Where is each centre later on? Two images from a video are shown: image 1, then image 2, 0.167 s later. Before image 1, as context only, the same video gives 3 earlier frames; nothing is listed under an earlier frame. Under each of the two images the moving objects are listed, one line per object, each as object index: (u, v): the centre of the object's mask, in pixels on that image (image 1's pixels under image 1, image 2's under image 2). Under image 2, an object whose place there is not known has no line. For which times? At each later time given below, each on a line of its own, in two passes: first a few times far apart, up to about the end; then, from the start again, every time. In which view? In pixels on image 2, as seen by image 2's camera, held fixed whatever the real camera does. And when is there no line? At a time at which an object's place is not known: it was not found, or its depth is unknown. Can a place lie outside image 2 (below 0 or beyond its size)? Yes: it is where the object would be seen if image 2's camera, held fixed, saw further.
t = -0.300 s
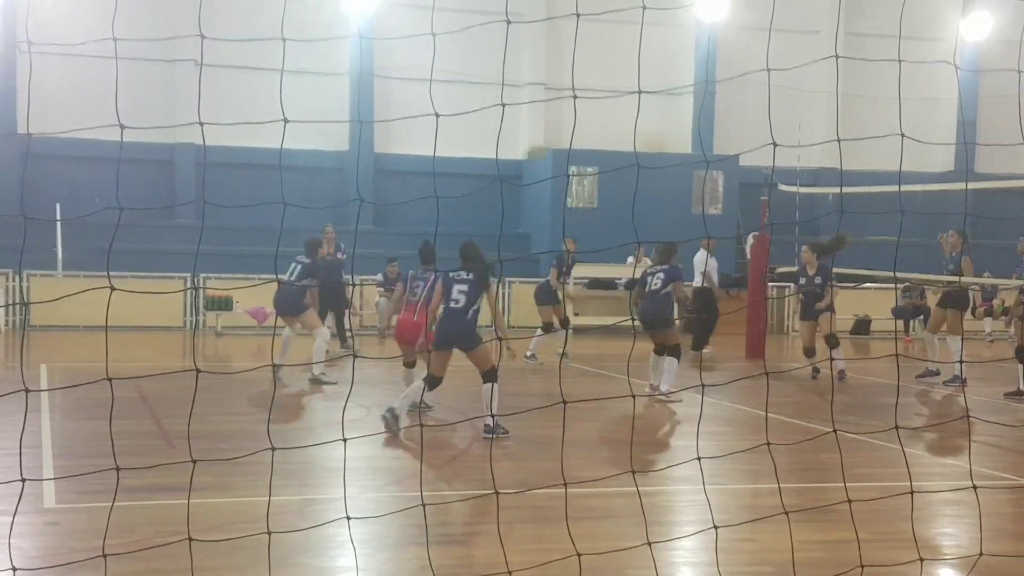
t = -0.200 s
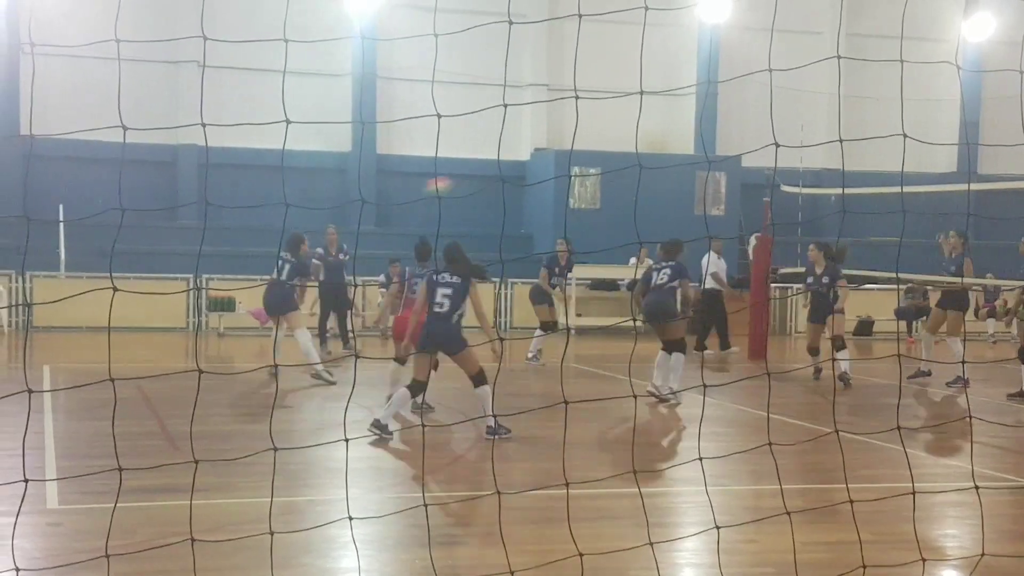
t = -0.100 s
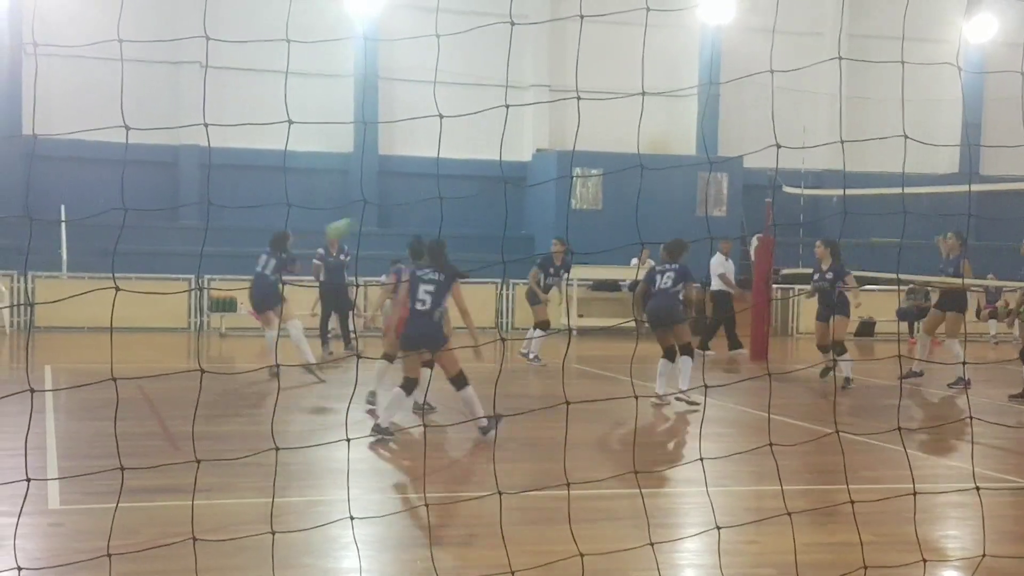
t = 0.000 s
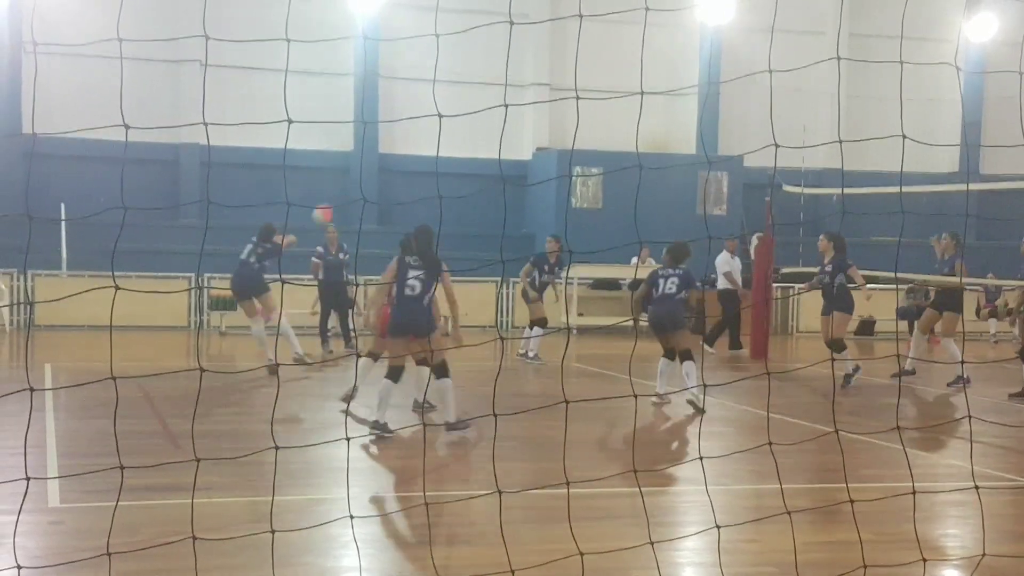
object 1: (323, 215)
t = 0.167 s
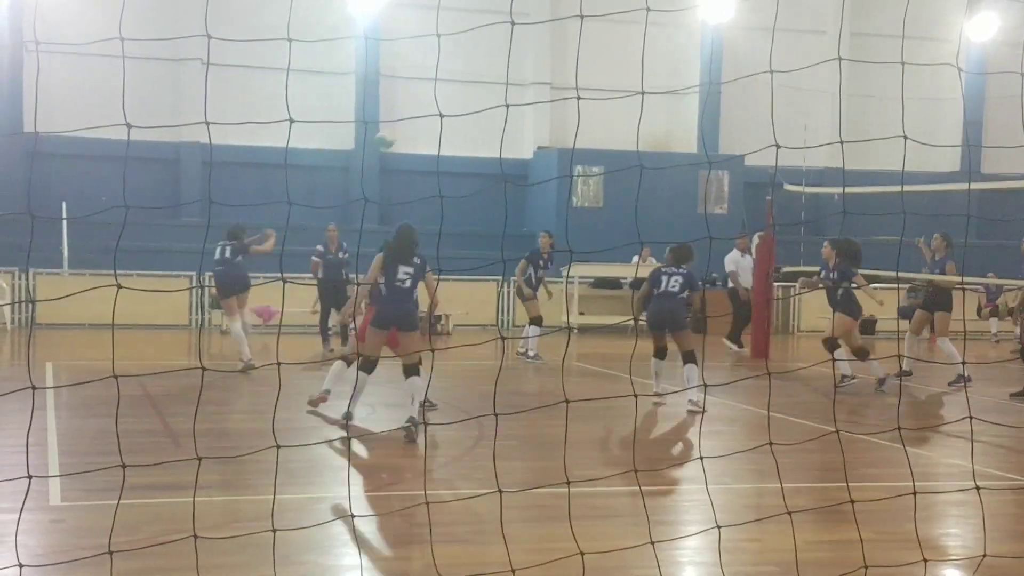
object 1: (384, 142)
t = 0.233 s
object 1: (410, 116)
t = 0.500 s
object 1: (515, 63)
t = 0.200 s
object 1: (399, 129)
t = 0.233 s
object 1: (410, 116)
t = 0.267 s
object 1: (422, 108)
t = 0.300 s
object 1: (437, 97)
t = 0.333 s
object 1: (449, 90)
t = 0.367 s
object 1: (460, 84)
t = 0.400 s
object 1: (475, 75)
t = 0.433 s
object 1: (487, 69)
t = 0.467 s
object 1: (498, 67)
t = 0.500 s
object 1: (515, 63)
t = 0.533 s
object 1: (527, 61)
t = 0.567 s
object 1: (538, 62)
